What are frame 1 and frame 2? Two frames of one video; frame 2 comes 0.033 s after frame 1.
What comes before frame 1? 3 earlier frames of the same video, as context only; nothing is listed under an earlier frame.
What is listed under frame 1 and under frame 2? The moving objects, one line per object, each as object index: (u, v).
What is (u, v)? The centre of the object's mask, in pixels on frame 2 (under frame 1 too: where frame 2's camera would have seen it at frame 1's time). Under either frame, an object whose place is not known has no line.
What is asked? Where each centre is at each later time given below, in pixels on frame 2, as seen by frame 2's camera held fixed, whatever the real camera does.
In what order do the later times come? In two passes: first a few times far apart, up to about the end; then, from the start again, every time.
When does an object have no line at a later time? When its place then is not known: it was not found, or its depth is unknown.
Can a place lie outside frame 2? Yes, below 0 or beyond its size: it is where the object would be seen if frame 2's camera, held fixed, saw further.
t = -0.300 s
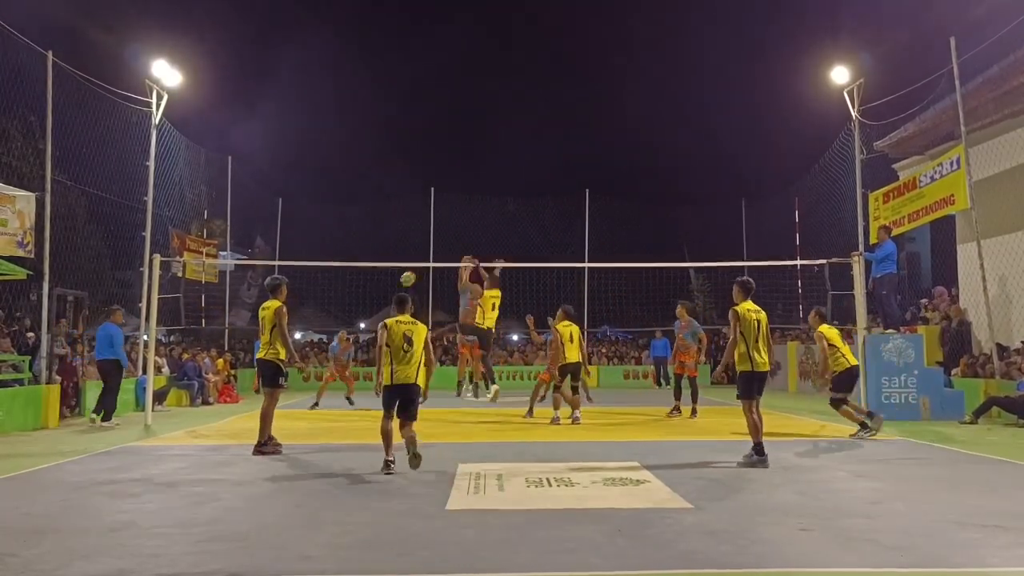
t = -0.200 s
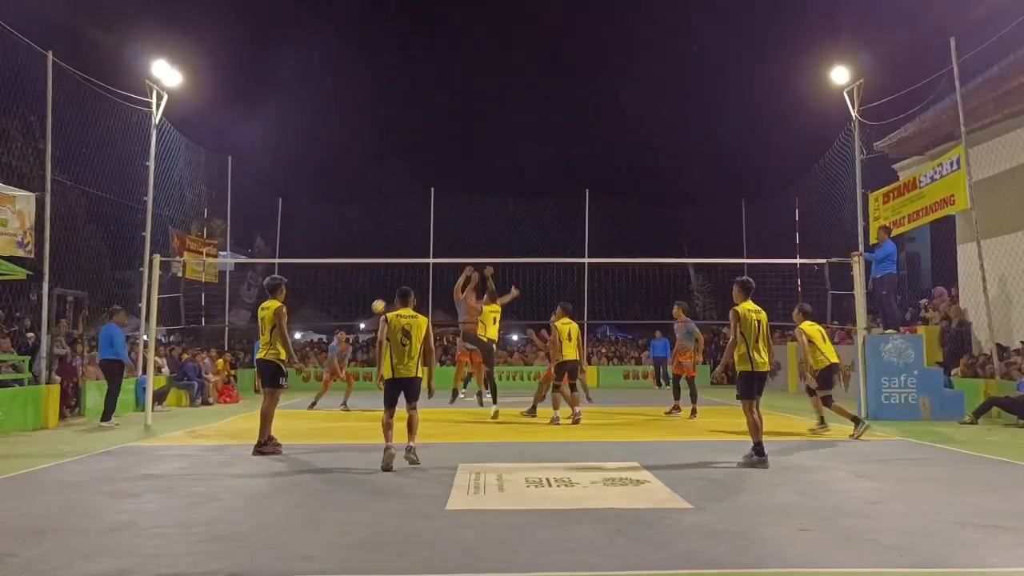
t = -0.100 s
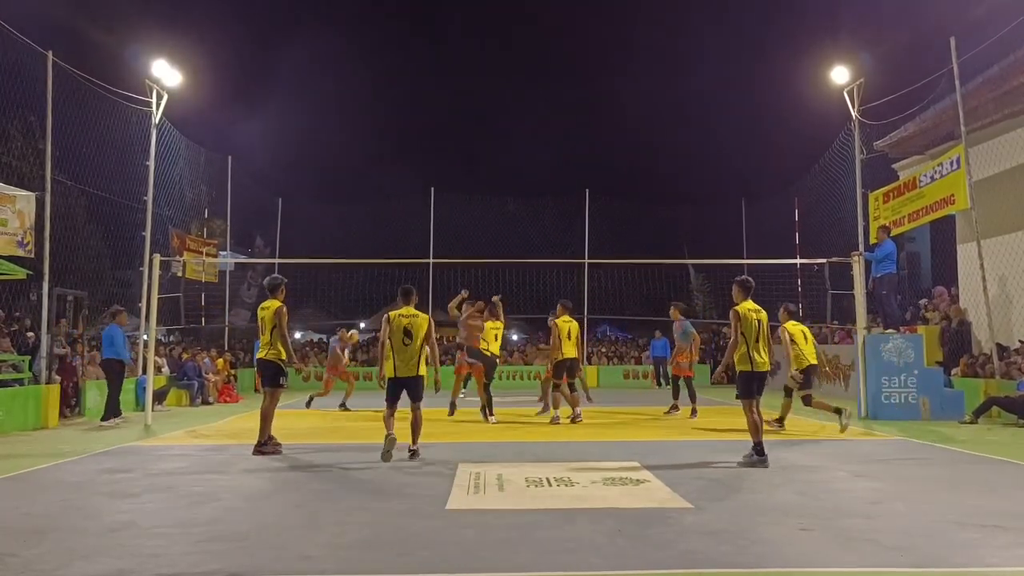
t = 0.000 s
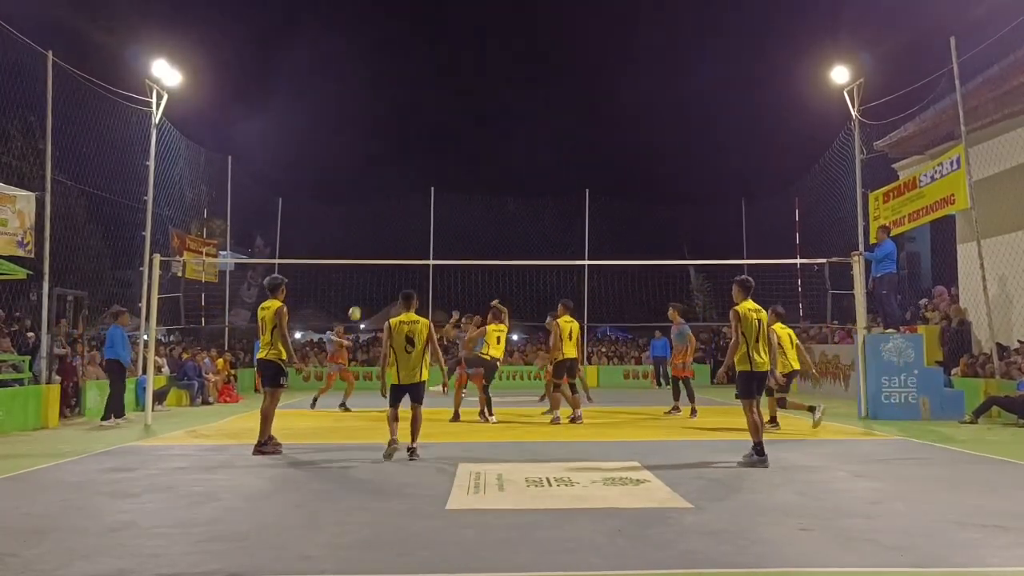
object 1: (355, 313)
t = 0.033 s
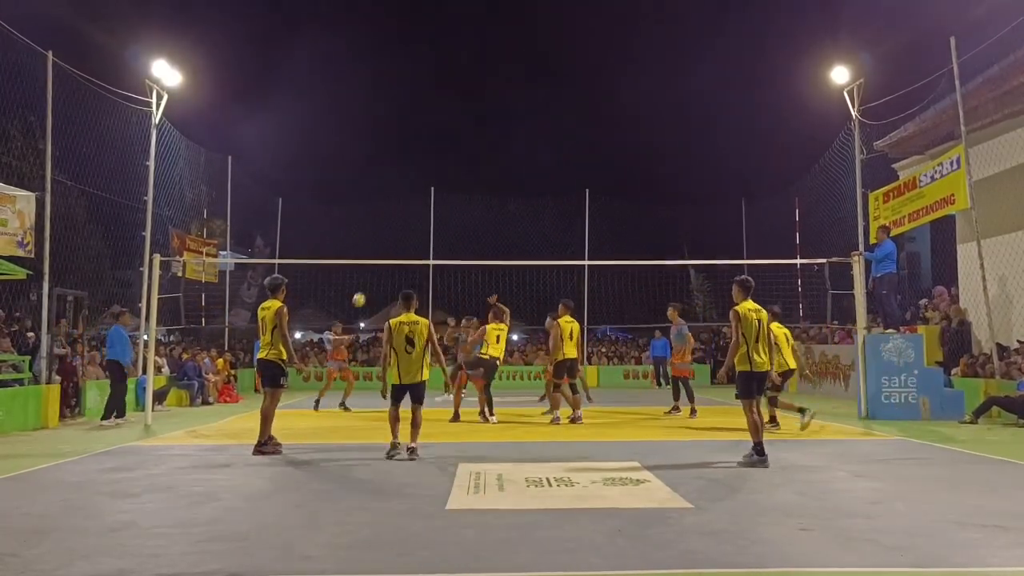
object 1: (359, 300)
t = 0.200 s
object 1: (379, 239)
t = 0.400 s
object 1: (402, 187)
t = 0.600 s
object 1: (424, 156)
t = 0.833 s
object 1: (450, 148)
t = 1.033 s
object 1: (472, 165)
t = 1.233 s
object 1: (495, 204)
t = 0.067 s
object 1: (363, 286)
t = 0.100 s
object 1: (367, 274)
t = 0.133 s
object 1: (371, 261)
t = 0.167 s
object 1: (375, 250)
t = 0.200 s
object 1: (379, 239)
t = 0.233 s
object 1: (383, 229)
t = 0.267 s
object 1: (387, 219)
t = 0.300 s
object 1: (390, 210)
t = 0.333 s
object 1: (394, 201)
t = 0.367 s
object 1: (398, 194)
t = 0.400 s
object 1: (402, 187)
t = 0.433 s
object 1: (406, 180)
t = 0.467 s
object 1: (409, 174)
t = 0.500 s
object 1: (413, 169)
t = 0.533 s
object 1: (417, 164)
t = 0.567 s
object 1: (421, 160)
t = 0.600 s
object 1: (424, 156)
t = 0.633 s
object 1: (428, 153)
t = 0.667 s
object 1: (432, 151)
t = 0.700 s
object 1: (435, 149)
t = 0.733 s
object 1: (439, 148)
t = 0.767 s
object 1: (443, 147)
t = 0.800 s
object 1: (447, 147)
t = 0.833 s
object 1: (450, 148)
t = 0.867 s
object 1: (454, 149)
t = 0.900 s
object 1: (458, 151)
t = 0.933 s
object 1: (461, 154)
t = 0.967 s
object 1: (465, 157)
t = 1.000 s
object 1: (469, 160)
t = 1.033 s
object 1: (472, 165)
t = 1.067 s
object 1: (476, 169)
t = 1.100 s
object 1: (480, 175)
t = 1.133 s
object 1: (484, 182)
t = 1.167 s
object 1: (487, 188)
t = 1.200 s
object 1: (491, 196)
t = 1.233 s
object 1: (495, 204)
